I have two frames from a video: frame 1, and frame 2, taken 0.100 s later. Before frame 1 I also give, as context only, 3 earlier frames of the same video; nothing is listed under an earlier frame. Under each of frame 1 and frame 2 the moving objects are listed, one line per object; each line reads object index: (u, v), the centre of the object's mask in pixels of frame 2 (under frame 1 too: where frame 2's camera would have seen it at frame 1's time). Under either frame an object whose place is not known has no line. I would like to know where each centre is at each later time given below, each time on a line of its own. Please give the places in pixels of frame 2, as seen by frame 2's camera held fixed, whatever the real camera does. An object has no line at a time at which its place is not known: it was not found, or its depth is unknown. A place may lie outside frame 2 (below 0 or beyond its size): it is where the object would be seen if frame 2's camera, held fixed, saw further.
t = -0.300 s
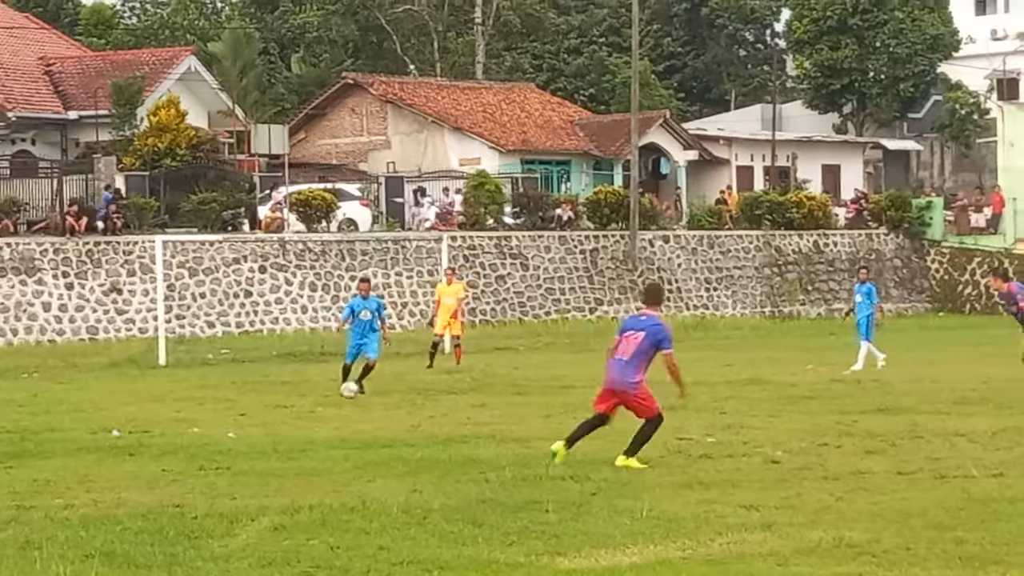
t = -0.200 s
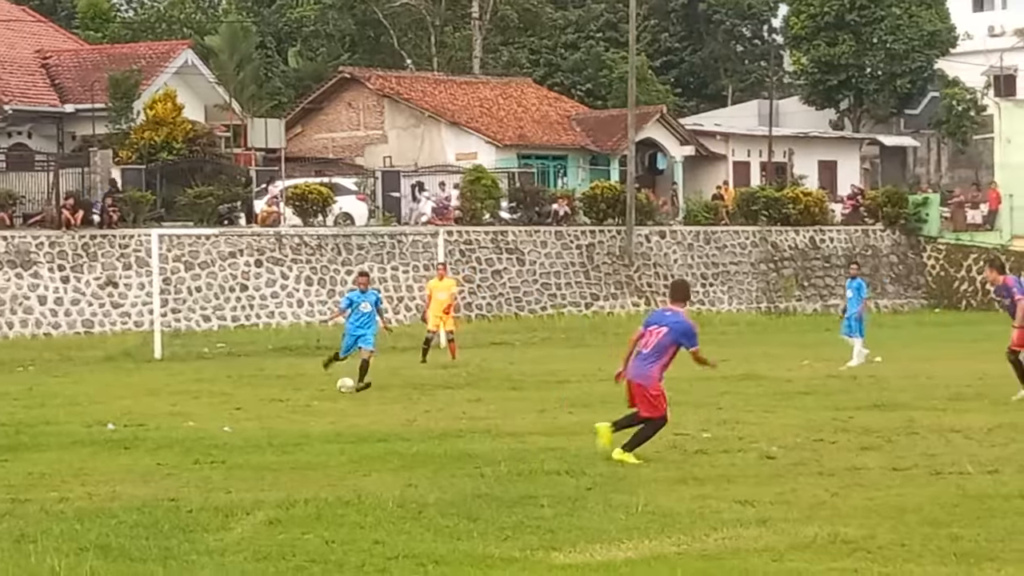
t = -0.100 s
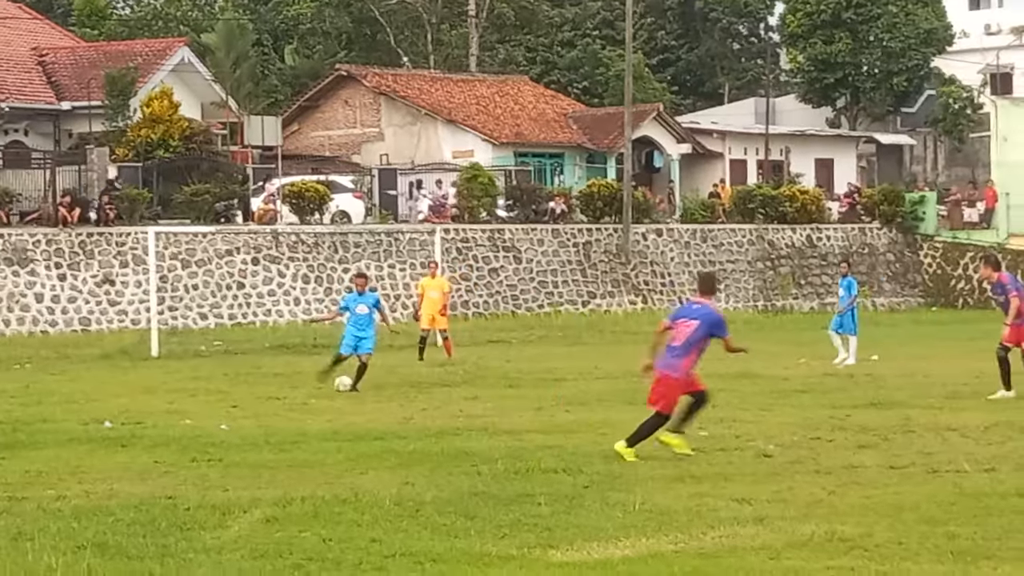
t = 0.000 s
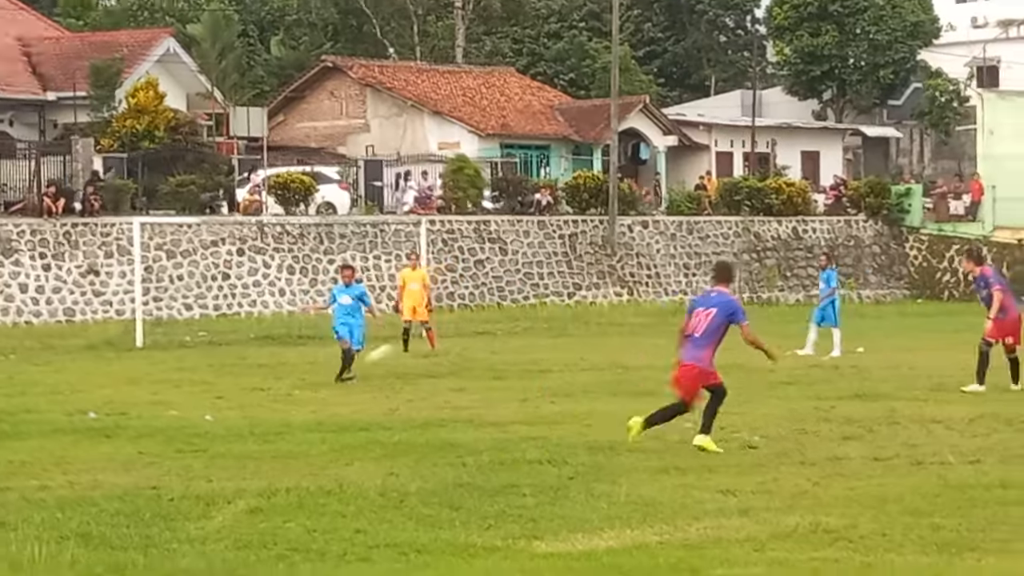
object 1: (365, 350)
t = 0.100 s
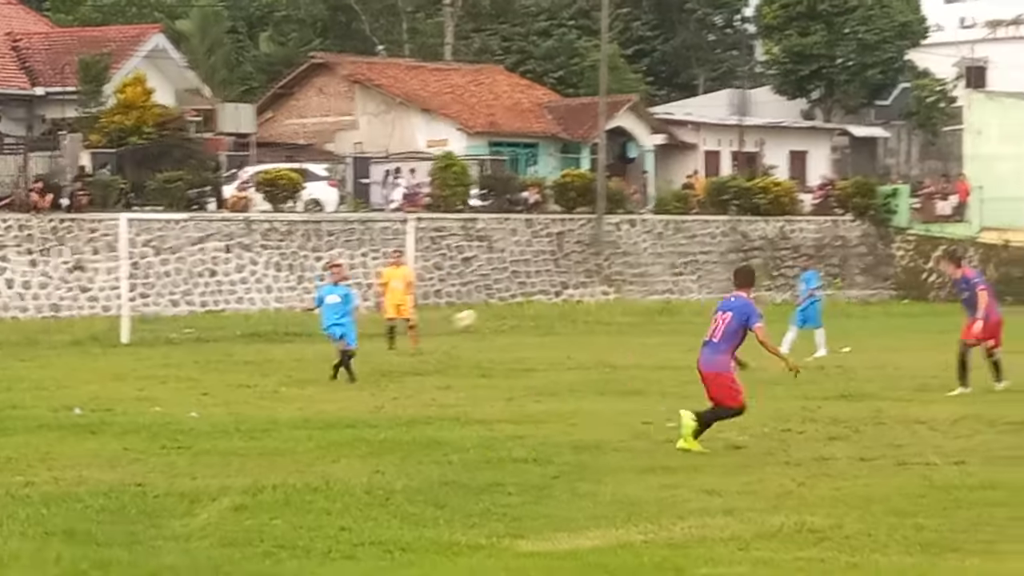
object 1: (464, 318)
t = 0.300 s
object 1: (683, 264)
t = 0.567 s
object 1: (1035, 230)
